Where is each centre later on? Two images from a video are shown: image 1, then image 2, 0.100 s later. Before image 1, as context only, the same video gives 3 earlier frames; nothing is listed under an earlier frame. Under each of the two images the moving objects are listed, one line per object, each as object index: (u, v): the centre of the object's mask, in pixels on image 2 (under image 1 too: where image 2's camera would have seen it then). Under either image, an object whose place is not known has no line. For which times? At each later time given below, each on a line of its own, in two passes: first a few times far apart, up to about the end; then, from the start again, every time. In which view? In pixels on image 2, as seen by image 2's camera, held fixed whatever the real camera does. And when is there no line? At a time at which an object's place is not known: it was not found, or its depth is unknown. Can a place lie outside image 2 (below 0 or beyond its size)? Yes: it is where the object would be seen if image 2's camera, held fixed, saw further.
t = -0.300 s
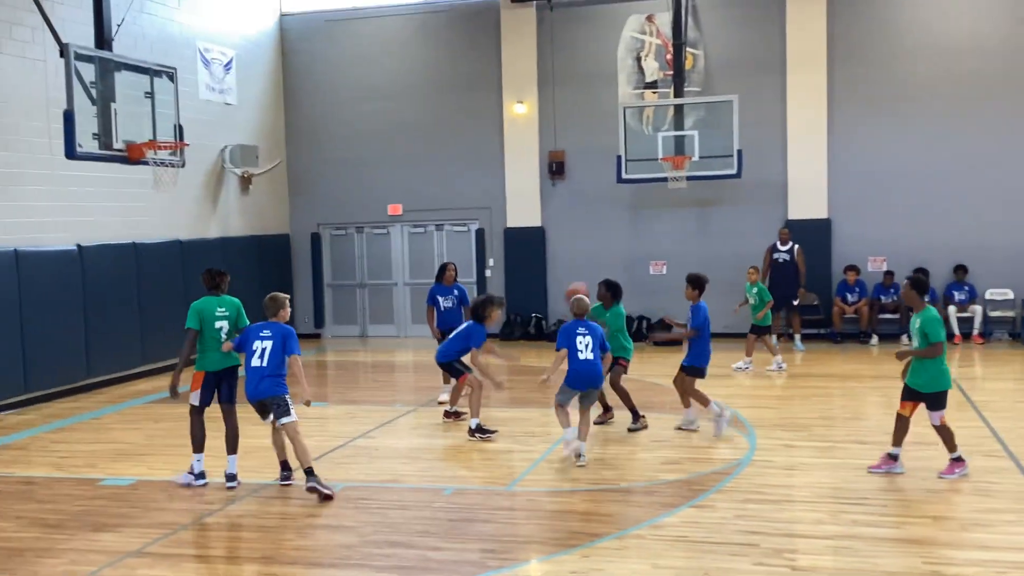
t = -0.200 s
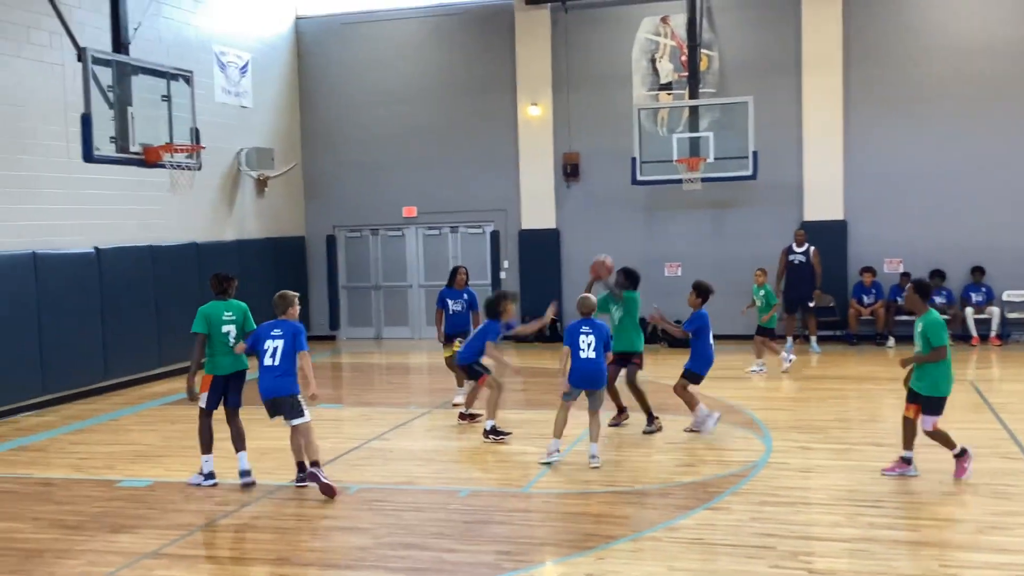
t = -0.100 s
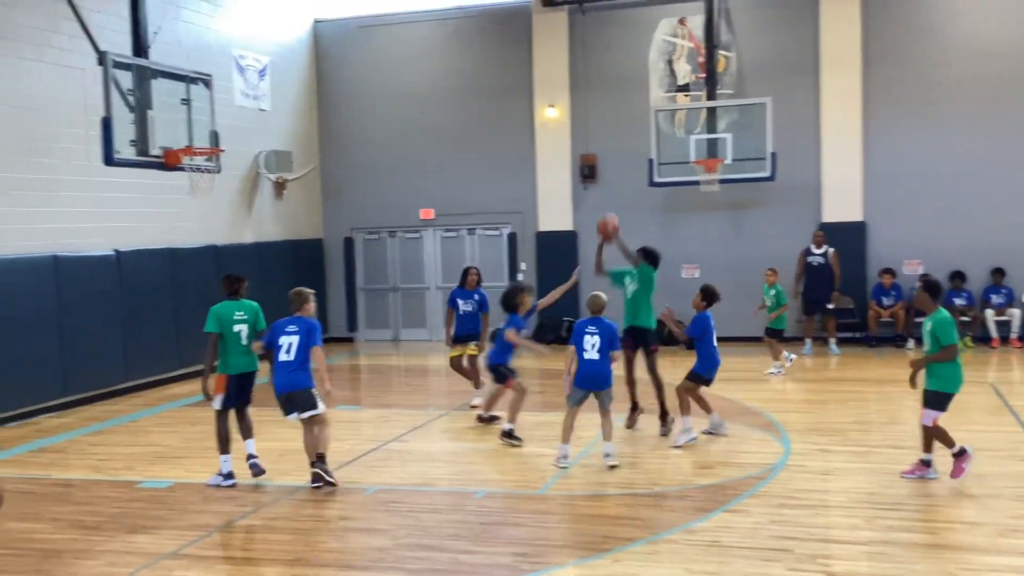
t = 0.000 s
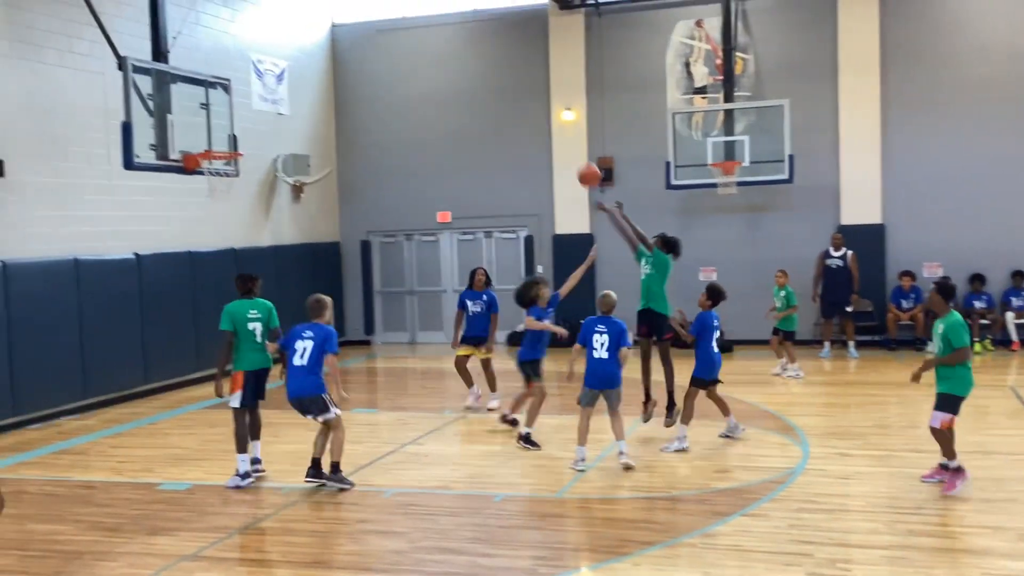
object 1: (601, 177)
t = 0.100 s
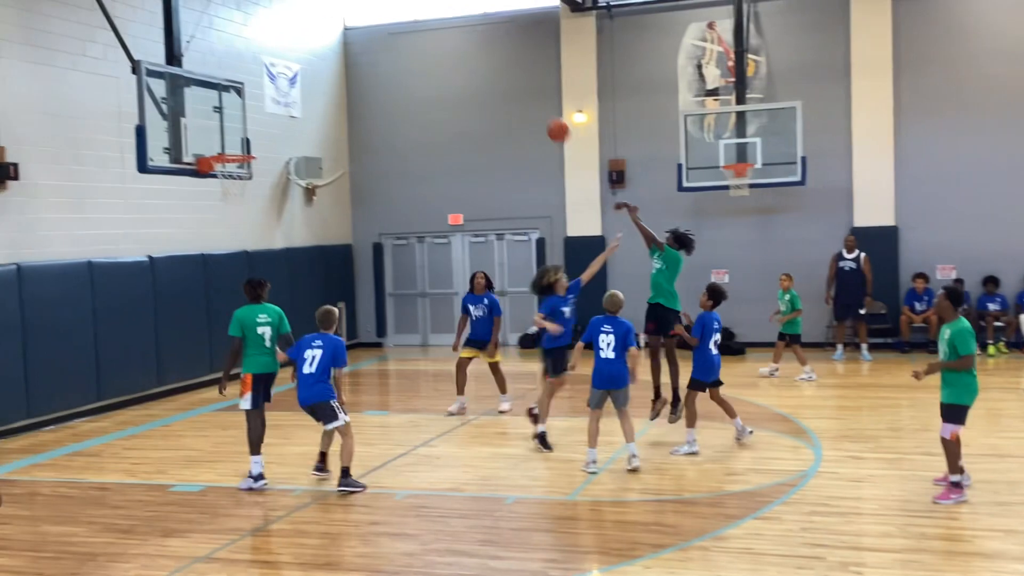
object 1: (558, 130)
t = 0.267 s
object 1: (491, 74)
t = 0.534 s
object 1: (388, 40)
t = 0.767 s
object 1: (305, 63)
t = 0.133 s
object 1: (545, 117)
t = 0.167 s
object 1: (531, 105)
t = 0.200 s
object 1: (518, 93)
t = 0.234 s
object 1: (504, 83)
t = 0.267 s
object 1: (491, 74)
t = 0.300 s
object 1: (478, 65)
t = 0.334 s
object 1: (464, 59)
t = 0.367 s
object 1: (451, 53)
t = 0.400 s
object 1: (438, 48)
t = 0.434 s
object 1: (426, 44)
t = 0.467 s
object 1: (413, 42)
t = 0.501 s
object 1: (401, 40)
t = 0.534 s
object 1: (388, 40)
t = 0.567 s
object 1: (376, 40)
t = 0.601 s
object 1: (364, 42)
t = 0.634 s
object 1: (353, 44)
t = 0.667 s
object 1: (341, 47)
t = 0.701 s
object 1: (329, 52)
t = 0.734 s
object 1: (317, 57)
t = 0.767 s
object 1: (305, 63)
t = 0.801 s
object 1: (293, 71)
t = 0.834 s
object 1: (282, 80)
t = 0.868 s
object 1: (268, 89)
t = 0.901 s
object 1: (259, 99)
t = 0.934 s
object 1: (246, 110)
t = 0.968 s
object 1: (235, 123)
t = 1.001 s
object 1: (224, 136)
